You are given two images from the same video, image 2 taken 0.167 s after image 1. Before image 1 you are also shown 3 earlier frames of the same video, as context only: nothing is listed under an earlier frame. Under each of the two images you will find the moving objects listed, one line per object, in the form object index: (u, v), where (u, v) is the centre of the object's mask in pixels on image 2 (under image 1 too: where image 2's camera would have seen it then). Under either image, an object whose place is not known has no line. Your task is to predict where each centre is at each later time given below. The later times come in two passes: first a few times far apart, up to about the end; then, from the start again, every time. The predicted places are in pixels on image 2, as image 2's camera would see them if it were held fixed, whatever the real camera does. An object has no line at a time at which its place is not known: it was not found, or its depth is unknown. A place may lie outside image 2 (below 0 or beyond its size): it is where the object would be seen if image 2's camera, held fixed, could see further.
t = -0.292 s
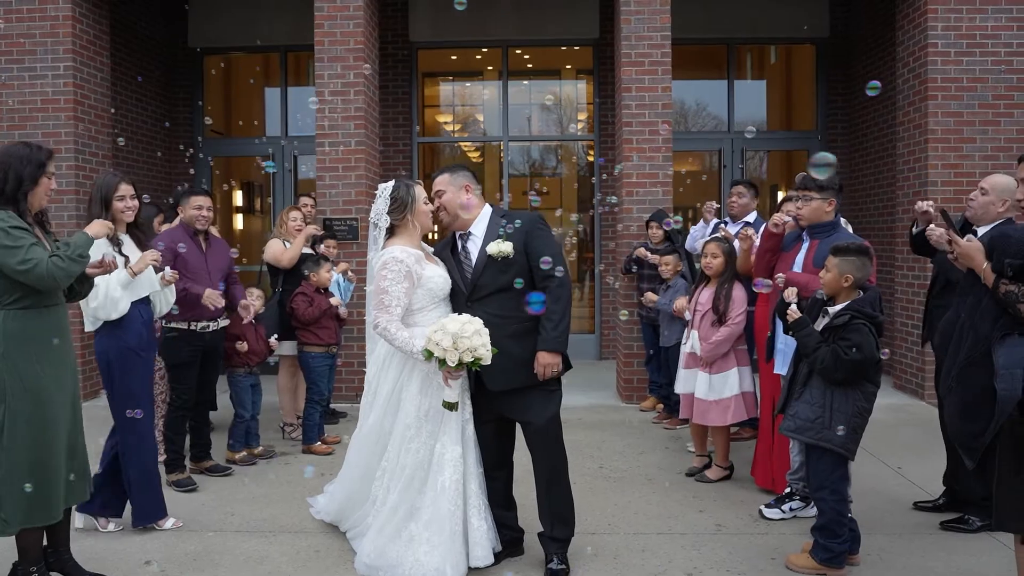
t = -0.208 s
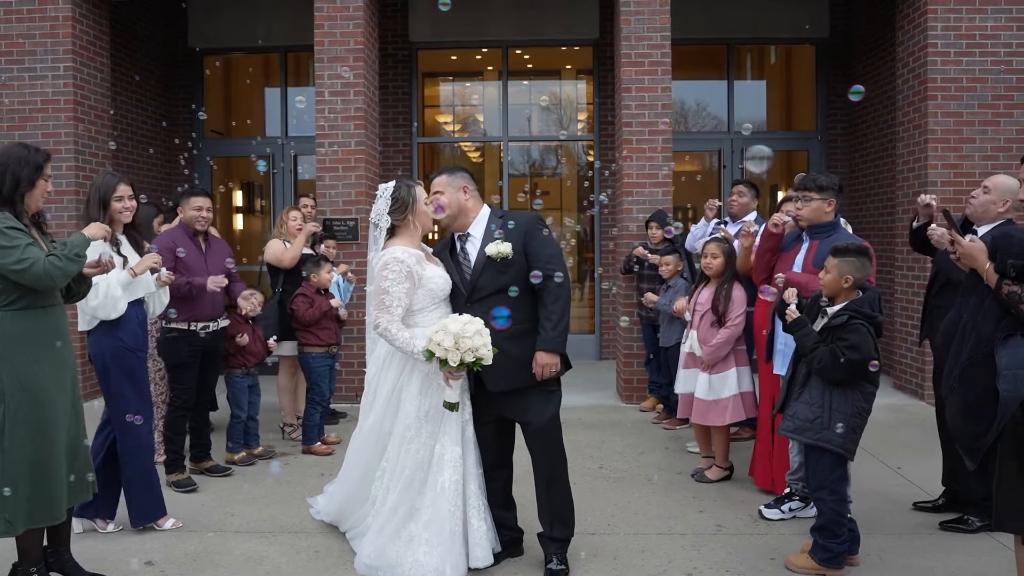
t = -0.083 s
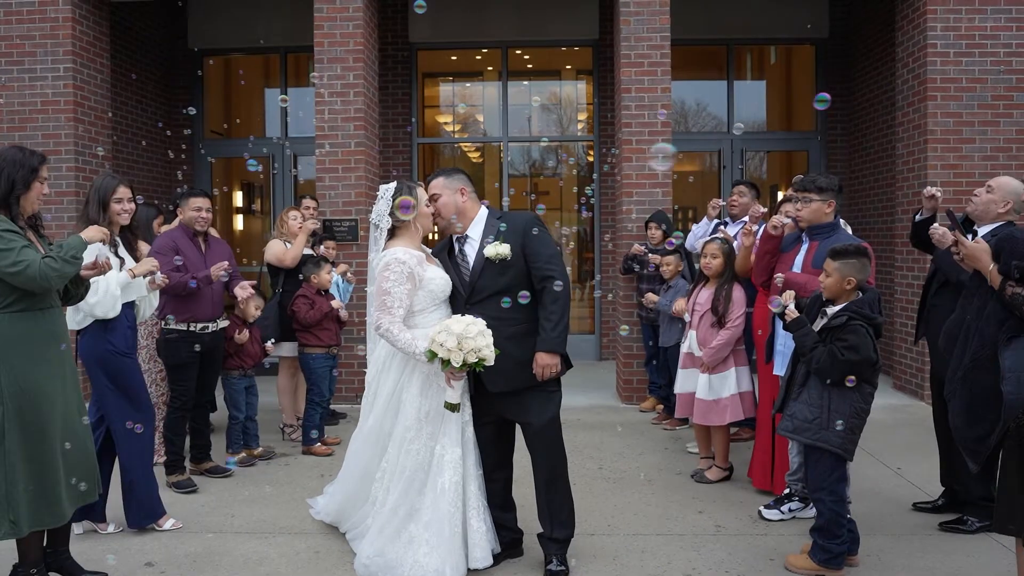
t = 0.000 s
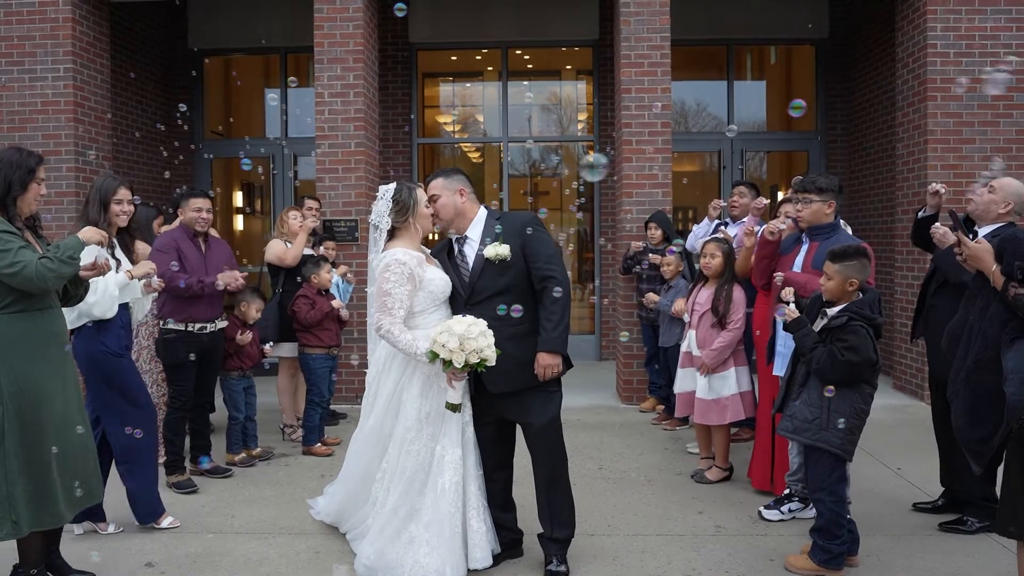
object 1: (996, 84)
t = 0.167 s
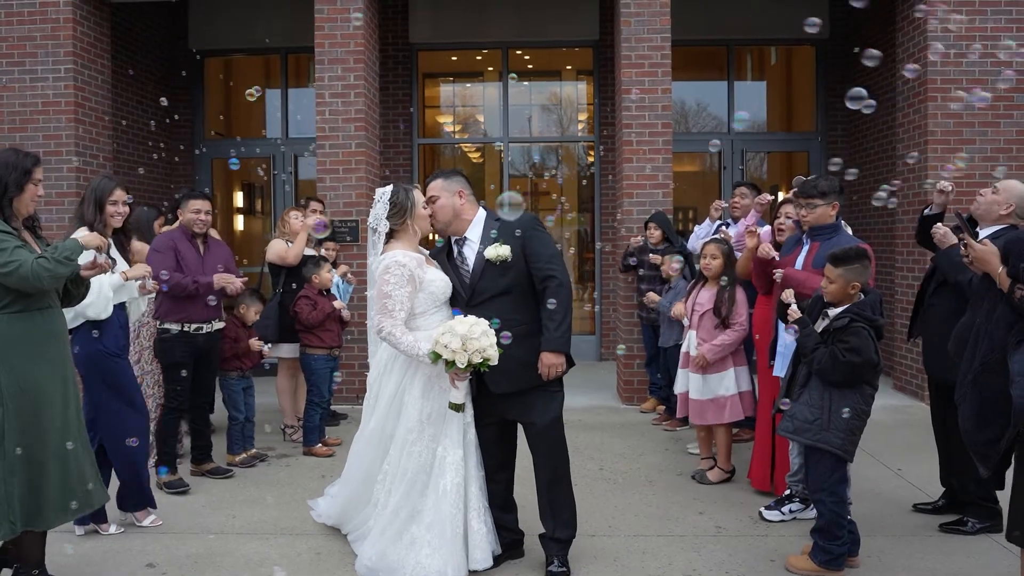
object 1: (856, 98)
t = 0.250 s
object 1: (829, 93)
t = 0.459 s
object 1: (755, 78)
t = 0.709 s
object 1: (659, 66)
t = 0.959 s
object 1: (589, 40)
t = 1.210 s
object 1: (499, 44)
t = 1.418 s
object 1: (409, 68)
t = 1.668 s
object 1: (274, 118)
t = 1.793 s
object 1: (187, 153)
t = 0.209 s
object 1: (839, 96)
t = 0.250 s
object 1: (829, 93)
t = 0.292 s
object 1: (814, 89)
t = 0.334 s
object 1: (803, 86)
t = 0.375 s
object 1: (785, 82)
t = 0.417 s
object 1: (774, 80)
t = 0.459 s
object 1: (755, 78)
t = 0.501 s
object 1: (742, 75)
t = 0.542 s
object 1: (722, 72)
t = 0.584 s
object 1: (708, 70)
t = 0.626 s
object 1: (687, 68)
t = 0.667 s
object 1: (675, 67)
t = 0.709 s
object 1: (659, 66)
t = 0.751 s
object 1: (650, 64)
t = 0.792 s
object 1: (636, 59)
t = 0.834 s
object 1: (628, 55)
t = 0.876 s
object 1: (614, 48)
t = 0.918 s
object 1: (605, 45)
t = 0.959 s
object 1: (589, 40)
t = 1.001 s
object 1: (580, 39)
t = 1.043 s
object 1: (563, 38)
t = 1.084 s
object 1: (550, 37)
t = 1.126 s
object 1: (531, 38)
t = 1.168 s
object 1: (519, 40)
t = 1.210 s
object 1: (499, 44)
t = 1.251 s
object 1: (483, 47)
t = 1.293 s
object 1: (460, 53)
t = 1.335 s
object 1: (443, 57)
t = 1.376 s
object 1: (423, 63)
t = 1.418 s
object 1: (409, 68)
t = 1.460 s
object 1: (387, 76)
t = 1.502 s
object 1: (369, 81)
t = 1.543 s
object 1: (342, 91)
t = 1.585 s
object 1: (323, 98)
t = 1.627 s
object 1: (298, 110)
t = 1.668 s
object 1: (274, 118)
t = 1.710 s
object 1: (243, 130)
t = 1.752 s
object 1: (221, 139)
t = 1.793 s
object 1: (187, 153)
